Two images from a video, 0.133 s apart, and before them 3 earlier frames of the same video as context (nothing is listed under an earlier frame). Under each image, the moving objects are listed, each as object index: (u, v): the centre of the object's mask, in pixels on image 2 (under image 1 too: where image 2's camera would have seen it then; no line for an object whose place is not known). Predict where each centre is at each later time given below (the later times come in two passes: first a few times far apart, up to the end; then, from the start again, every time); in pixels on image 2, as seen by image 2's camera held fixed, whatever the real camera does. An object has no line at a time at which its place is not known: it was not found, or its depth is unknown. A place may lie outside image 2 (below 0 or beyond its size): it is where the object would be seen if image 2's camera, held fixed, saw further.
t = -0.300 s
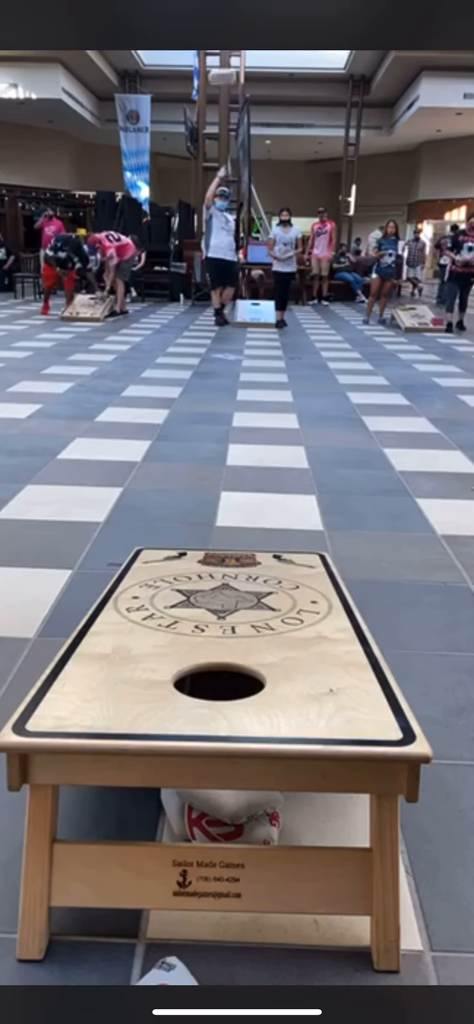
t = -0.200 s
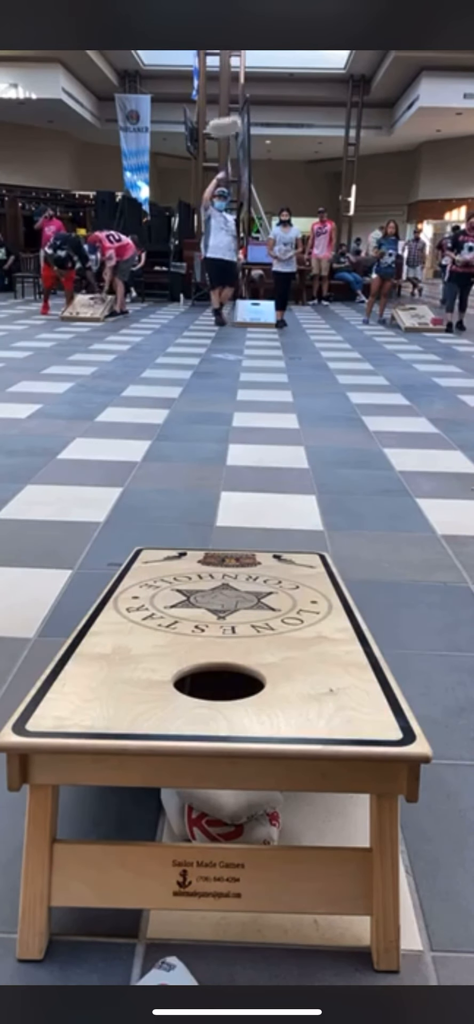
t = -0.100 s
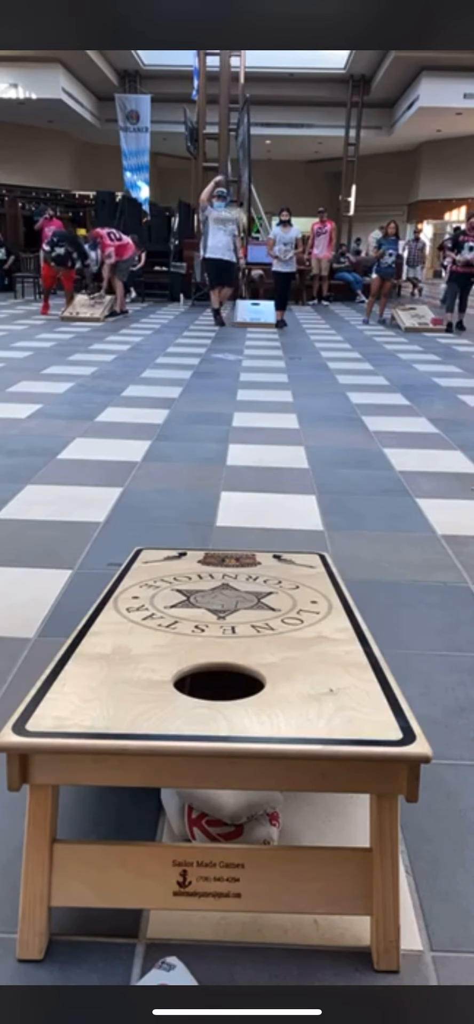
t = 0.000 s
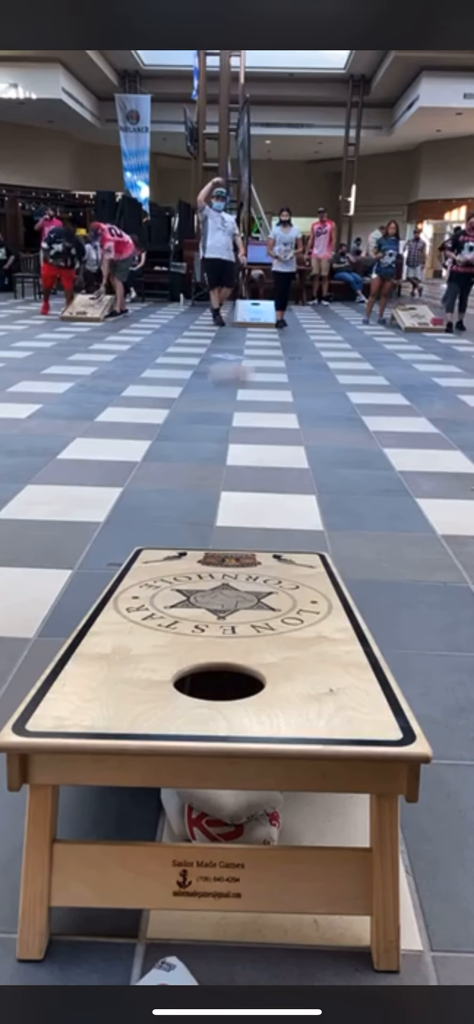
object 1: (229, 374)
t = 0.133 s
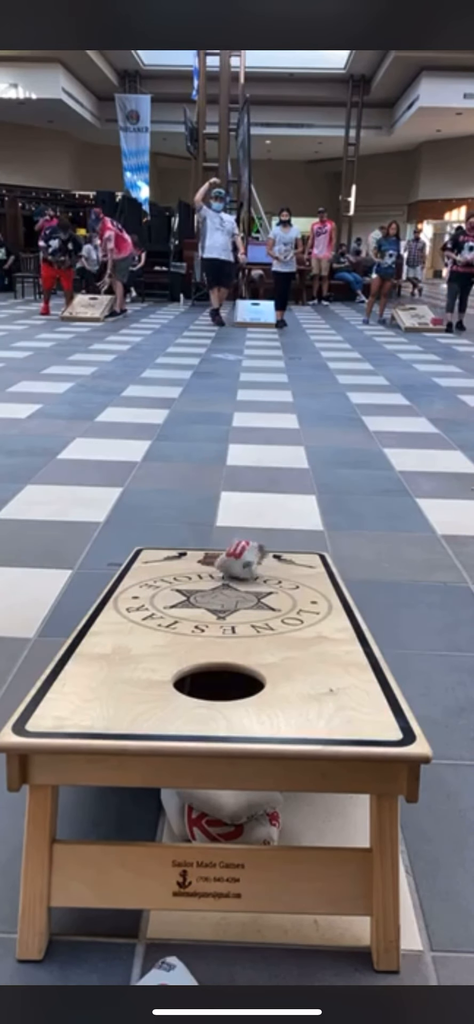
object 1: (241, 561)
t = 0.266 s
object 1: (259, 612)
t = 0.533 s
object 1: (296, 677)
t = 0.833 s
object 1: (301, 684)
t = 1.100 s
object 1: (301, 684)
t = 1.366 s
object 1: (301, 684)
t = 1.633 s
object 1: (301, 684)
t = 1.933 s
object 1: (301, 684)
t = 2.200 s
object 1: (301, 685)
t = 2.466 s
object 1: (301, 684)
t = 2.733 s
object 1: (301, 684)
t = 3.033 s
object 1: (301, 684)
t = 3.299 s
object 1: (302, 690)
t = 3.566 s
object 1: (302, 690)
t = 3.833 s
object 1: (302, 691)
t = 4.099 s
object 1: (302, 690)
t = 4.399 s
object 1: (302, 690)
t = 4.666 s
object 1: (302, 690)
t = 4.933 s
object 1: (302, 691)
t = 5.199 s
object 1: (302, 691)
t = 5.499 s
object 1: (302, 691)
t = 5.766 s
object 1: (302, 691)
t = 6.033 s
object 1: (302, 691)
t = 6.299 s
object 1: (302, 691)
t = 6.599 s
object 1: (302, 691)
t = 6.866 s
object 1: (302, 691)
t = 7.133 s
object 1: (302, 690)
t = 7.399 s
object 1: (302, 690)
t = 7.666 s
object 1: (302, 690)
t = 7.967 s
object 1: (302, 690)
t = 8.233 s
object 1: (302, 691)
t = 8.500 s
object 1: (302, 691)
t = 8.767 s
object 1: (302, 691)
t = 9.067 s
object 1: (302, 690)
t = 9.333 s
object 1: (302, 690)
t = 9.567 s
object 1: (302, 690)
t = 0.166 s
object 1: (247, 567)
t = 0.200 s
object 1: (251, 577)
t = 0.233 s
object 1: (254, 595)
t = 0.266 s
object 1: (259, 612)
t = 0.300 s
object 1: (263, 622)
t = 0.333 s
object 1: (267, 632)
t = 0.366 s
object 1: (273, 642)
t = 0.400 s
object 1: (278, 650)
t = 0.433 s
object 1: (283, 660)
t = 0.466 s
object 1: (289, 665)
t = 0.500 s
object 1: (294, 672)
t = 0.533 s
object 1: (296, 677)
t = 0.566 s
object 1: (298, 681)
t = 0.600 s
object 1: (299, 682)
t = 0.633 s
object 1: (301, 684)
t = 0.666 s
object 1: (301, 684)
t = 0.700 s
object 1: (301, 684)
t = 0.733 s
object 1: (301, 684)
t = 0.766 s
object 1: (301, 684)
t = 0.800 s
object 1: (301, 684)
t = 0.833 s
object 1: (301, 684)
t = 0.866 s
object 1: (301, 684)
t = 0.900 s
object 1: (301, 684)
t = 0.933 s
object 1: (301, 684)
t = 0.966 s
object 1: (301, 684)
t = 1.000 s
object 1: (301, 684)
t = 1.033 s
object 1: (301, 684)
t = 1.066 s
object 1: (301, 684)
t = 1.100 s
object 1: (301, 684)
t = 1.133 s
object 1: (301, 684)
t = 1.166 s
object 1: (301, 684)
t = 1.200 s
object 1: (301, 684)
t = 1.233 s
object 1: (301, 684)
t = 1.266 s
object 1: (301, 685)
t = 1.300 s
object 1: (301, 685)
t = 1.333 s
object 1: (301, 684)
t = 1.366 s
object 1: (301, 684)
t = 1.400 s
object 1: (301, 685)
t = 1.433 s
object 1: (301, 684)
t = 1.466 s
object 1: (301, 684)
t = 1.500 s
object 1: (301, 684)
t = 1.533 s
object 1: (301, 684)
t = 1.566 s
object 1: (301, 684)
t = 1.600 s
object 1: (301, 684)
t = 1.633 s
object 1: (301, 684)
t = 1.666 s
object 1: (301, 684)
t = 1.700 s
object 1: (301, 684)
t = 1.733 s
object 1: (301, 684)
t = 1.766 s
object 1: (301, 684)
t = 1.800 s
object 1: (301, 684)
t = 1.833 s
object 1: (301, 684)
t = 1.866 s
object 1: (301, 684)
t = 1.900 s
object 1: (301, 684)
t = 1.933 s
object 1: (301, 684)
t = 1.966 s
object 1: (301, 684)
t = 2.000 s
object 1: (301, 684)
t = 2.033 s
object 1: (301, 684)
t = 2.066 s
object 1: (301, 684)
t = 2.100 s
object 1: (301, 684)
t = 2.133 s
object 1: (301, 684)
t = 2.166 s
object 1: (301, 685)
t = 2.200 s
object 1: (301, 685)
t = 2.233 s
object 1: (301, 684)
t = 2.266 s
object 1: (301, 684)
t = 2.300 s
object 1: (301, 685)
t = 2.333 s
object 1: (301, 684)
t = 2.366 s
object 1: (301, 684)
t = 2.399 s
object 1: (301, 684)
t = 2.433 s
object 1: (301, 684)
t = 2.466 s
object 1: (301, 684)
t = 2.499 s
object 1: (301, 684)
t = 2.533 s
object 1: (301, 684)
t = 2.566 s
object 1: (301, 684)
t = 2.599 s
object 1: (301, 684)
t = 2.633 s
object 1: (301, 684)
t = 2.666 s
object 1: (301, 684)
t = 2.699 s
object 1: (301, 684)
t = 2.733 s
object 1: (301, 684)
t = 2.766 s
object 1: (301, 684)
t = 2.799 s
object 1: (301, 684)
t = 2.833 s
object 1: (301, 684)
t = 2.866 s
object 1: (301, 684)
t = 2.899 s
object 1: (301, 684)
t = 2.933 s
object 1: (301, 684)
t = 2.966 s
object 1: (301, 684)
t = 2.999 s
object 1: (301, 684)
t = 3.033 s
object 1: (301, 684)
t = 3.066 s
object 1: (301, 684)
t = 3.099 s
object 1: (301, 685)
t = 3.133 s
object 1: (301, 684)
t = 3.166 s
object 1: (300, 685)
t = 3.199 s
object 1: (301, 686)
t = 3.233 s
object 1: (302, 689)
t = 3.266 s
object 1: (303, 691)
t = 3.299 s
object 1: (302, 690)
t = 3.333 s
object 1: (302, 690)
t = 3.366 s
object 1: (302, 691)
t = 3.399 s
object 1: (302, 691)
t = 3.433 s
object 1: (302, 691)
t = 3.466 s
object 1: (302, 691)
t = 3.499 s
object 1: (302, 690)
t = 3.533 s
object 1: (302, 690)
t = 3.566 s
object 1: (302, 690)
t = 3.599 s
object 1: (302, 690)
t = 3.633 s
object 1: (302, 690)
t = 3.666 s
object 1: (302, 690)
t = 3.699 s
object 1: (302, 691)
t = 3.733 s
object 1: (302, 691)
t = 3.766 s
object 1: (302, 691)
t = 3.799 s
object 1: (302, 691)
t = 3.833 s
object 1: (302, 691)
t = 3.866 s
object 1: (302, 691)
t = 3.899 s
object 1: (302, 691)
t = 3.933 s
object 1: (302, 691)
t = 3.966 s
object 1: (302, 691)
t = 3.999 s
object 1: (302, 690)
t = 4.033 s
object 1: (302, 690)
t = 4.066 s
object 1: (302, 690)
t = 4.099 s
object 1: (302, 690)
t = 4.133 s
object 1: (302, 690)
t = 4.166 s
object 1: (302, 690)
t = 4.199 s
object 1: (302, 690)
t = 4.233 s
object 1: (302, 690)
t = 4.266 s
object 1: (302, 690)
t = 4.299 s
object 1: (302, 690)
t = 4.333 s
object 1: (302, 690)
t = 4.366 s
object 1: (302, 690)
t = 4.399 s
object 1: (302, 690)
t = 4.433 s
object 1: (302, 690)
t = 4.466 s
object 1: (302, 690)
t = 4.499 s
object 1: (302, 690)
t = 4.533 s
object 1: (302, 690)
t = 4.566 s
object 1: (302, 690)
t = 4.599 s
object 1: (302, 690)
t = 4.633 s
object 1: (302, 690)
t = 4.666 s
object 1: (302, 690)
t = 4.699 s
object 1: (302, 690)
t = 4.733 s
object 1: (302, 690)
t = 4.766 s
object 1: (302, 691)
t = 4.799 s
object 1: (302, 691)
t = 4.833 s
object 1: (302, 691)
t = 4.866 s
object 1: (302, 690)
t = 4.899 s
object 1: (302, 691)
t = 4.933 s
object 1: (302, 691)
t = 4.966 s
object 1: (302, 691)
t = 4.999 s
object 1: (302, 691)
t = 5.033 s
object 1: (302, 691)
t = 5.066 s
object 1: (302, 691)
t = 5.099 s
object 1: (302, 691)
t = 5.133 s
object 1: (302, 691)
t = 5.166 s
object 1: (302, 691)
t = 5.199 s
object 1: (302, 691)
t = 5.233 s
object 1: (302, 691)
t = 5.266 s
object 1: (302, 691)
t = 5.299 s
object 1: (302, 691)
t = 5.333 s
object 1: (302, 691)
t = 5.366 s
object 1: (302, 691)
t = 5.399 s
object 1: (302, 691)
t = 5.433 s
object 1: (302, 691)
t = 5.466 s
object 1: (302, 691)
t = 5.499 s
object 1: (302, 691)
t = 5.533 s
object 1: (302, 691)
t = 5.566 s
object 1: (302, 691)
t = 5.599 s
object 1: (302, 691)
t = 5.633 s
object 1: (302, 691)
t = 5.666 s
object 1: (302, 691)
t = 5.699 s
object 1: (302, 691)
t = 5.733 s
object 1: (302, 691)
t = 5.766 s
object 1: (302, 691)
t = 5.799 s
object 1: (302, 691)
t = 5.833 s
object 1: (302, 691)
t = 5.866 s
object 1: (302, 691)
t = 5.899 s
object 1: (302, 691)
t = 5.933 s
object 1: (302, 691)
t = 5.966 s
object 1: (302, 691)
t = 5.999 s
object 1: (302, 691)
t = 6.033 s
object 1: (302, 691)
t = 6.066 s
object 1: (302, 691)
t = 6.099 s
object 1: (302, 691)
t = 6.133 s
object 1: (302, 691)
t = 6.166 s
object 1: (302, 691)
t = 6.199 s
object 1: (302, 691)
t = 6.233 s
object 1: (302, 691)
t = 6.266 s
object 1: (302, 691)
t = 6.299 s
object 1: (302, 691)
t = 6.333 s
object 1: (302, 691)
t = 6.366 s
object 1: (302, 691)
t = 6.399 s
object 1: (302, 691)
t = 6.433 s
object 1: (302, 691)
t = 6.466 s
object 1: (302, 691)
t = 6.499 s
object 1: (302, 691)
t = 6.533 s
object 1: (302, 691)
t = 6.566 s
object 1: (302, 691)
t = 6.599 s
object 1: (302, 691)
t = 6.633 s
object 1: (302, 691)
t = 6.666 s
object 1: (302, 691)
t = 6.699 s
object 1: (302, 691)
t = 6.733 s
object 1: (302, 691)
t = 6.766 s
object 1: (302, 691)
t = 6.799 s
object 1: (302, 691)
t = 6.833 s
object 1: (302, 691)
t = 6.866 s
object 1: (302, 691)
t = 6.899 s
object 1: (302, 691)
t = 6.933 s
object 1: (302, 691)
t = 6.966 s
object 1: (302, 691)
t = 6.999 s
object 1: (302, 691)
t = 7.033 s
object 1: (302, 691)
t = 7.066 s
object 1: (302, 691)
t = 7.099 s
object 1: (302, 690)
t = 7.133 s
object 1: (302, 690)
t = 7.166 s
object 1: (302, 690)
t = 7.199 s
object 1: (302, 690)
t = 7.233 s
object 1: (302, 690)
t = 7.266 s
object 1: (302, 690)
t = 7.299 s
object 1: (302, 690)
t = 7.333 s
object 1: (302, 690)
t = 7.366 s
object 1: (302, 690)
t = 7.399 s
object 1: (302, 690)
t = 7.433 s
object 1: (302, 690)
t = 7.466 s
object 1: (302, 690)
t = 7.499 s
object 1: (302, 690)
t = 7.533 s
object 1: (302, 690)
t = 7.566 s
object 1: (302, 690)
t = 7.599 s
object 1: (302, 690)
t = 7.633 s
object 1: (302, 690)
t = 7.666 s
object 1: (302, 690)
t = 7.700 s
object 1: (302, 690)
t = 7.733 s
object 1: (302, 690)
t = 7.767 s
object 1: (302, 690)
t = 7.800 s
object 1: (302, 690)
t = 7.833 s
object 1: (302, 690)
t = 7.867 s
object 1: (302, 690)
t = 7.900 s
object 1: (302, 690)
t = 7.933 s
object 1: (302, 690)
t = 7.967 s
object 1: (302, 690)
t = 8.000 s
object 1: (302, 690)
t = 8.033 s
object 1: (302, 690)
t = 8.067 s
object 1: (302, 690)
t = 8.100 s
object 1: (302, 690)
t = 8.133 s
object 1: (302, 690)
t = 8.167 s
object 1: (302, 691)
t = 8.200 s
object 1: (302, 691)
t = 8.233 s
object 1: (302, 691)
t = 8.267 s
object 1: (302, 691)
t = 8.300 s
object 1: (302, 691)
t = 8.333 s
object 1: (302, 691)
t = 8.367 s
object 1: (302, 691)
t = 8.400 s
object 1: (302, 691)
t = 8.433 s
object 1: (302, 691)
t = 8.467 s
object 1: (302, 691)
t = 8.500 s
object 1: (302, 691)
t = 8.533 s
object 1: (302, 691)
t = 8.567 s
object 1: (302, 691)
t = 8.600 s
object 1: (302, 691)
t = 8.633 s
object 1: (302, 690)
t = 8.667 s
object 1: (302, 690)
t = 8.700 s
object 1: (302, 690)
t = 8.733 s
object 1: (302, 691)
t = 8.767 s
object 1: (302, 691)
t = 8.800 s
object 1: (302, 691)
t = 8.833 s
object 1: (302, 691)
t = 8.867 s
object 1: (302, 691)
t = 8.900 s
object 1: (302, 691)
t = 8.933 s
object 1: (302, 690)
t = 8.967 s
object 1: (302, 690)
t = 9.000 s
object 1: (302, 690)
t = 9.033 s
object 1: (302, 690)
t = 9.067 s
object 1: (302, 690)
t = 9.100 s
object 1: (302, 690)
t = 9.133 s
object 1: (302, 690)
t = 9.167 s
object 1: (302, 690)
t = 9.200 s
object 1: (302, 690)
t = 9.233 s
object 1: (302, 690)
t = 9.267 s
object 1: (302, 690)
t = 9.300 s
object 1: (302, 690)
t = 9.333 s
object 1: (302, 690)
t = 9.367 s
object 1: (302, 691)
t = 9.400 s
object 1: (302, 690)
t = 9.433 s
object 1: (302, 691)
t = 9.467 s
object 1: (302, 691)
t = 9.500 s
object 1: (302, 690)
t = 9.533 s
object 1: (302, 690)
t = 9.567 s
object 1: (302, 690)
